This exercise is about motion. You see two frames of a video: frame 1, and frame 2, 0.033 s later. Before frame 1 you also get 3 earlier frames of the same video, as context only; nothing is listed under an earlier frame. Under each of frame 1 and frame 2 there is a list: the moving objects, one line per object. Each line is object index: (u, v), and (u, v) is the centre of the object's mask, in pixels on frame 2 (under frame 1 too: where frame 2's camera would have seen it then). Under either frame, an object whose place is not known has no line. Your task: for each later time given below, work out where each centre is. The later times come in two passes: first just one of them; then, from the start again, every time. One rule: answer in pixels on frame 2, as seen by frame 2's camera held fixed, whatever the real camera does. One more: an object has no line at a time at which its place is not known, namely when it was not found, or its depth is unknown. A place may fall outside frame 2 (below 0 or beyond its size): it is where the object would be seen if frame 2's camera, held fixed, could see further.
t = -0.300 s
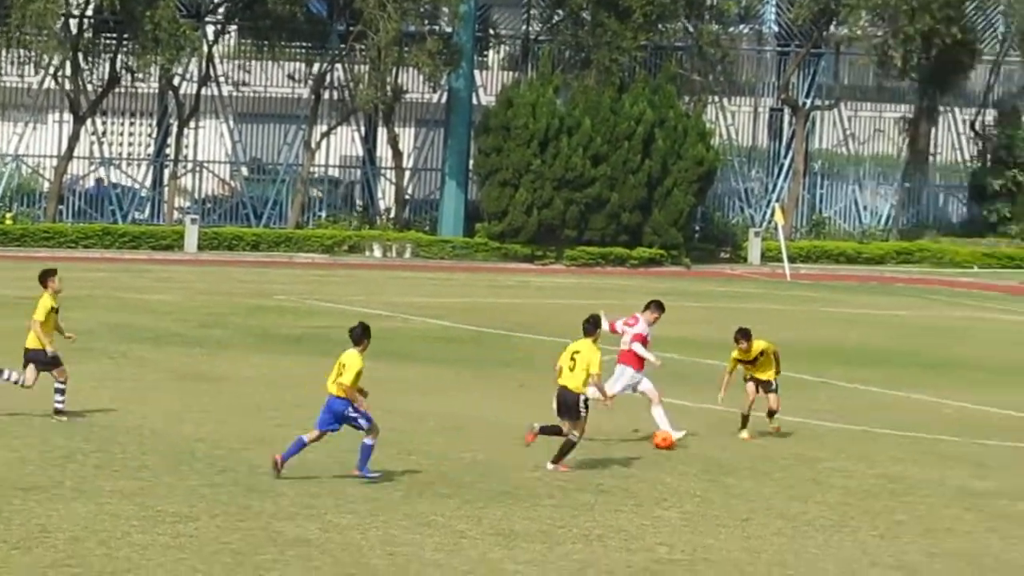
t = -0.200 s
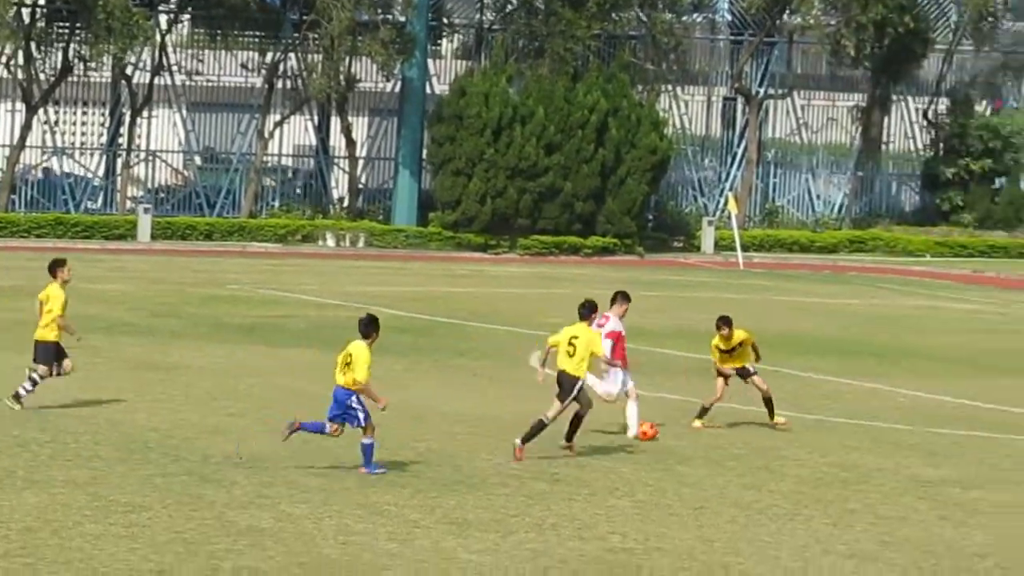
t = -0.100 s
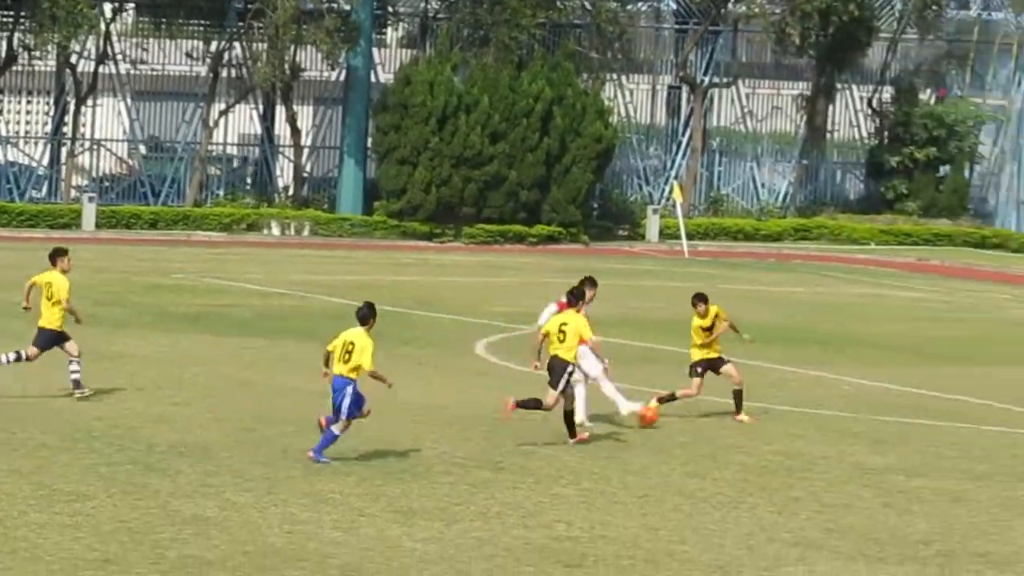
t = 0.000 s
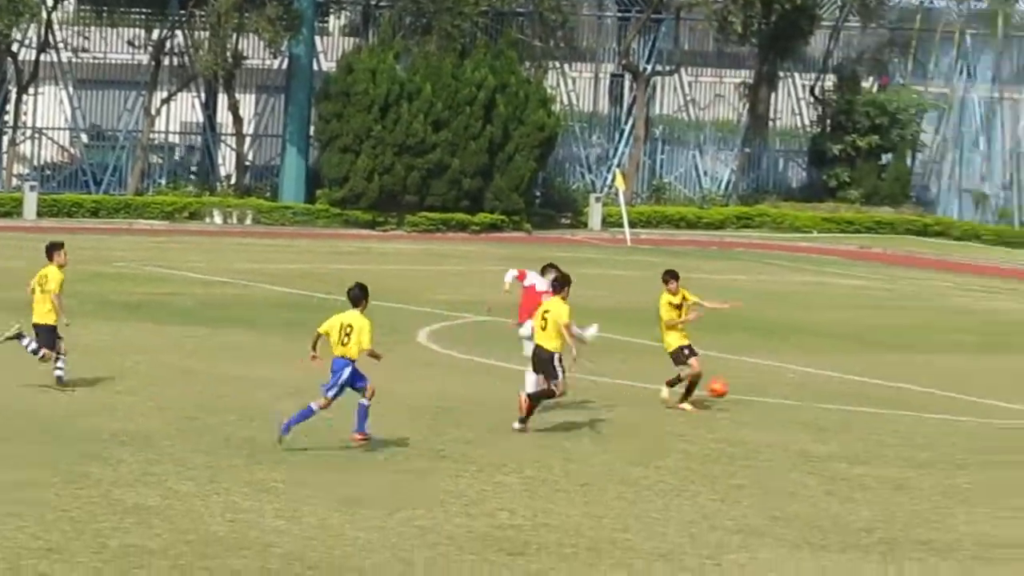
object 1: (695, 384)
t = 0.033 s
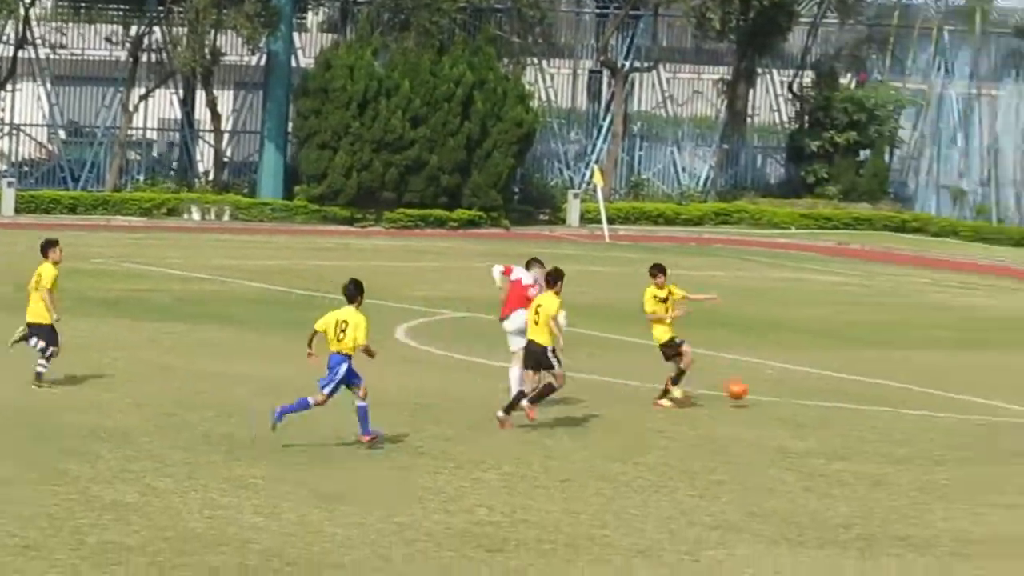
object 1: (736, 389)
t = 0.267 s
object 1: (964, 388)
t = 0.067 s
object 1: (777, 396)
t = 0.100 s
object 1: (816, 401)
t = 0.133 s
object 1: (850, 398)
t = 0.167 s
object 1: (880, 393)
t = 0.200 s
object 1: (914, 391)
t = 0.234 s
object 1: (941, 389)
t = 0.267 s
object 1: (964, 388)
